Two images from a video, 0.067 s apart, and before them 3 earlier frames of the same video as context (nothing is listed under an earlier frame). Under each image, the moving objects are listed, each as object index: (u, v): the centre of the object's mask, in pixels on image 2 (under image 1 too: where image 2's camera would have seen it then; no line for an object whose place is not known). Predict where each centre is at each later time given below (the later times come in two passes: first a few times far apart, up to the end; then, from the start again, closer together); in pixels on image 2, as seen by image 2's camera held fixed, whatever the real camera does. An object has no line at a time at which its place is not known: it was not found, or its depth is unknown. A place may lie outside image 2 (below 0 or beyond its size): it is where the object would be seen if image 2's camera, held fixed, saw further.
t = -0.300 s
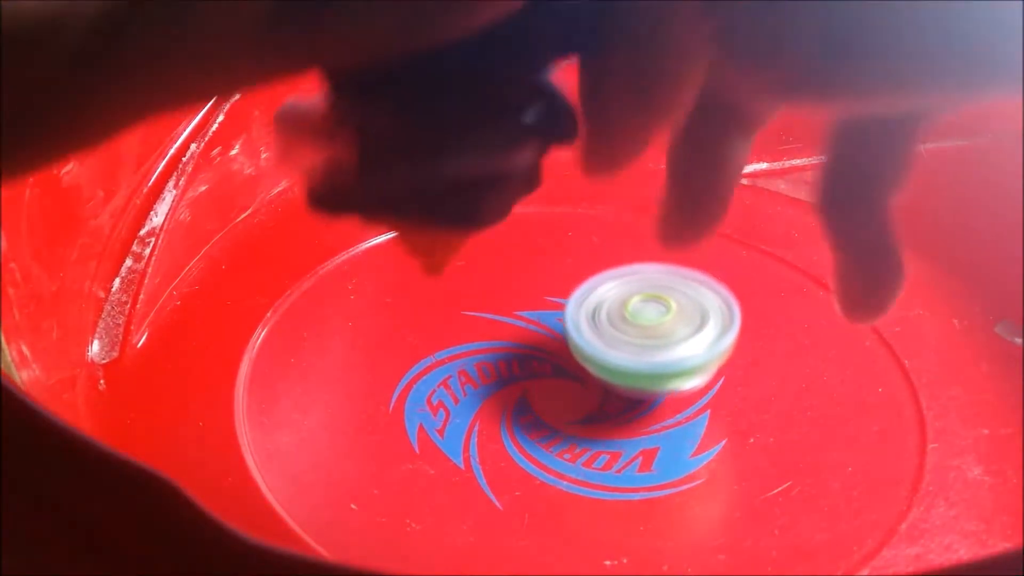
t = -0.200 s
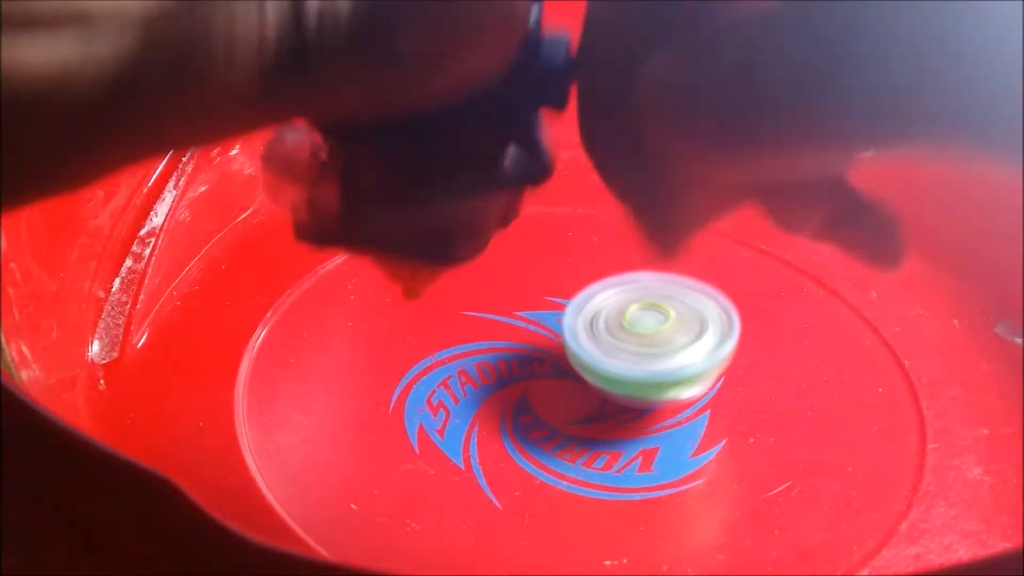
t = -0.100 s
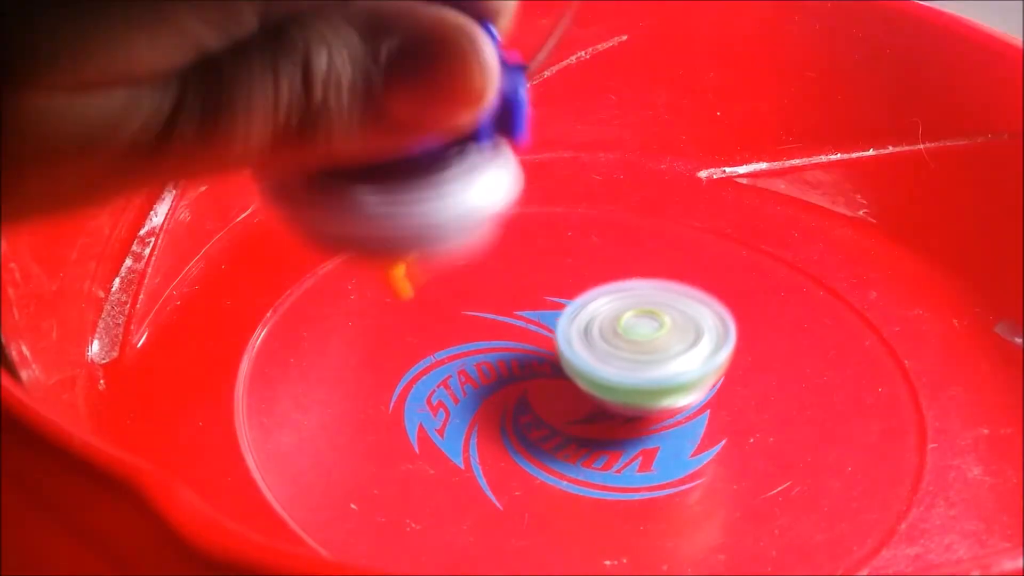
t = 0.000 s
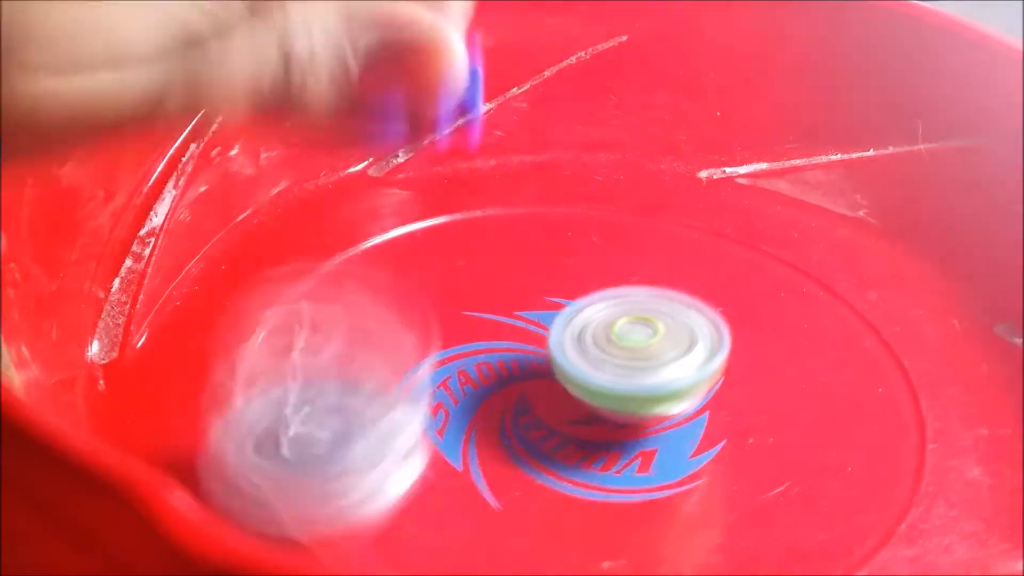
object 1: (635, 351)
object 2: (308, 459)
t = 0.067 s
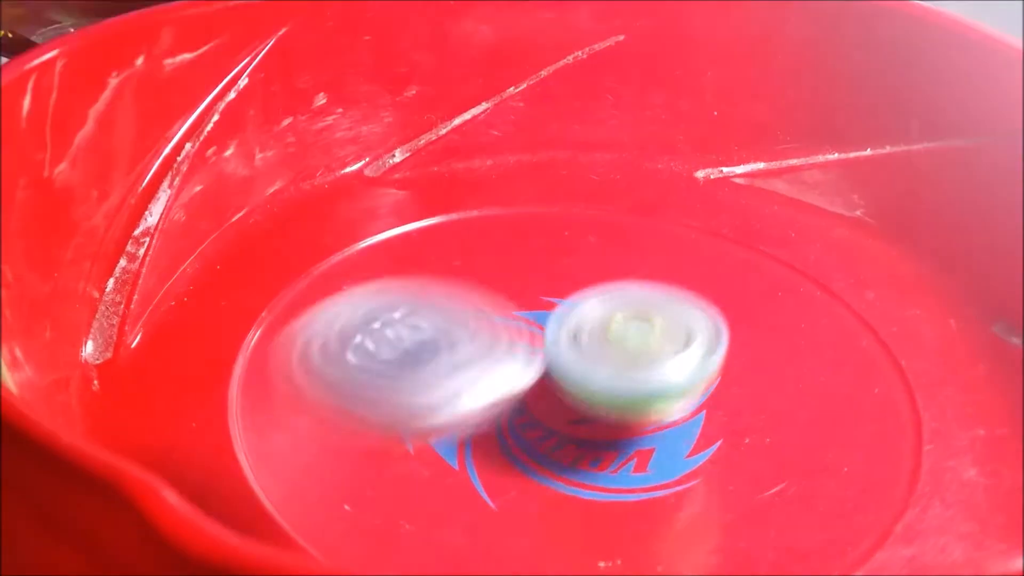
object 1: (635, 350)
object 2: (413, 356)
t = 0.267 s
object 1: (646, 316)
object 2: (765, 458)
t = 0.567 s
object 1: (579, 278)
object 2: (659, 164)
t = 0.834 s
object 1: (521, 282)
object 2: (311, 460)
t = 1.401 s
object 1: (577, 333)
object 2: (532, 522)
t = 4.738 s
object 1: (604, 331)
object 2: (514, 516)
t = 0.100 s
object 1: (648, 357)
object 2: (472, 356)
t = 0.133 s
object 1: (660, 348)
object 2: (528, 385)
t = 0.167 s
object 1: (634, 352)
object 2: (584, 469)
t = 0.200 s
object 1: (635, 339)
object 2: (655, 462)
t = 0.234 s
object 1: (642, 327)
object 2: (714, 469)
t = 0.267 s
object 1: (646, 316)
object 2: (765, 458)
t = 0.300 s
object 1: (643, 307)
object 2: (810, 431)
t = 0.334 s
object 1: (639, 301)
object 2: (835, 401)
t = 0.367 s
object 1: (632, 296)
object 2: (852, 361)
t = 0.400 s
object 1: (623, 291)
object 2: (852, 321)
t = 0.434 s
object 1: (615, 287)
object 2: (836, 280)
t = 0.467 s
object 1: (606, 285)
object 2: (808, 242)
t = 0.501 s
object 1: (597, 283)
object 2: (771, 210)
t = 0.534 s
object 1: (588, 280)
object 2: (720, 181)
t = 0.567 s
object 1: (579, 278)
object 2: (659, 164)
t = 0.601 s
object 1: (570, 277)
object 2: (585, 165)
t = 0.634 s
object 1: (561, 274)
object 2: (516, 163)
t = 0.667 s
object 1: (553, 274)
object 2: (431, 175)
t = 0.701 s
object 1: (544, 276)
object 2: (358, 198)
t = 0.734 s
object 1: (537, 277)
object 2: (296, 234)
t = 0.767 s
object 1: (532, 278)
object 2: (252, 291)
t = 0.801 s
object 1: (526, 280)
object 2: (246, 364)
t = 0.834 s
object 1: (521, 282)
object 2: (311, 460)
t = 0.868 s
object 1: (518, 285)
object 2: (423, 506)
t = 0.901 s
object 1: (515, 288)
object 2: (602, 525)
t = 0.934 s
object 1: (512, 290)
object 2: (779, 510)
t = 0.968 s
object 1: (510, 294)
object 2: (876, 466)
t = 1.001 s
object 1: (509, 298)
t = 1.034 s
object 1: (509, 302)
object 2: (911, 320)
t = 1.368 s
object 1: (570, 332)
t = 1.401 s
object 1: (577, 333)
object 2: (532, 522)
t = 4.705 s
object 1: (603, 331)
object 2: (418, 501)
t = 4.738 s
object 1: (604, 331)
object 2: (514, 516)
